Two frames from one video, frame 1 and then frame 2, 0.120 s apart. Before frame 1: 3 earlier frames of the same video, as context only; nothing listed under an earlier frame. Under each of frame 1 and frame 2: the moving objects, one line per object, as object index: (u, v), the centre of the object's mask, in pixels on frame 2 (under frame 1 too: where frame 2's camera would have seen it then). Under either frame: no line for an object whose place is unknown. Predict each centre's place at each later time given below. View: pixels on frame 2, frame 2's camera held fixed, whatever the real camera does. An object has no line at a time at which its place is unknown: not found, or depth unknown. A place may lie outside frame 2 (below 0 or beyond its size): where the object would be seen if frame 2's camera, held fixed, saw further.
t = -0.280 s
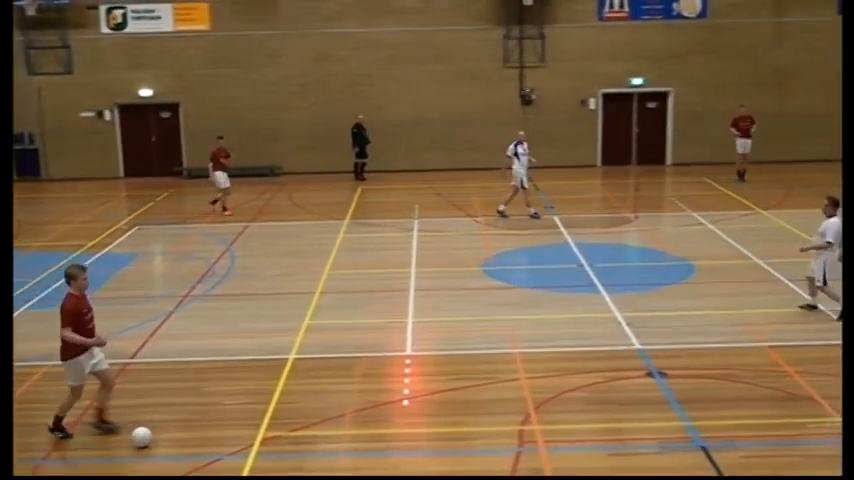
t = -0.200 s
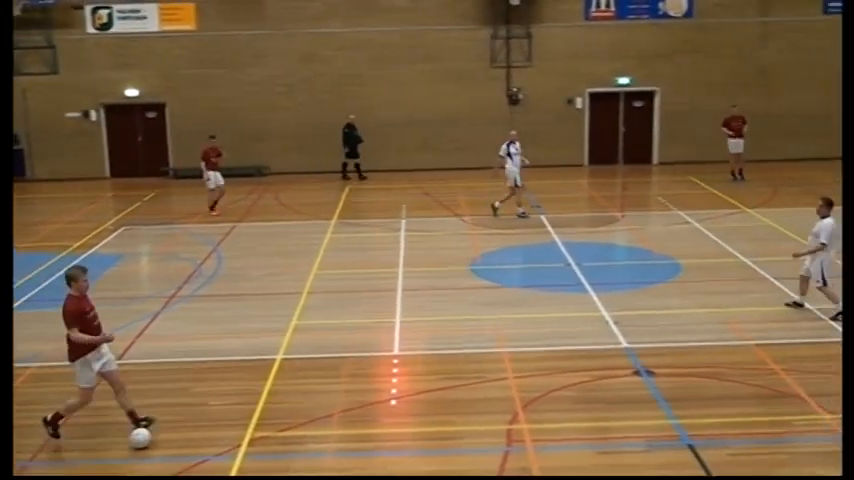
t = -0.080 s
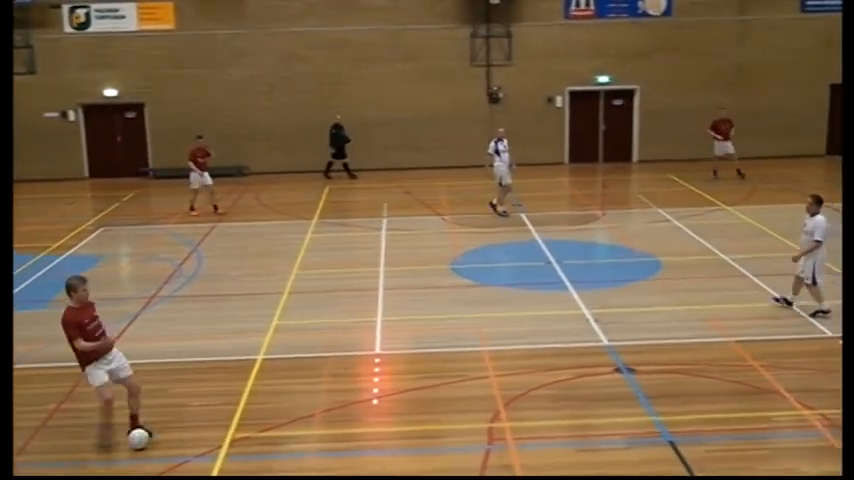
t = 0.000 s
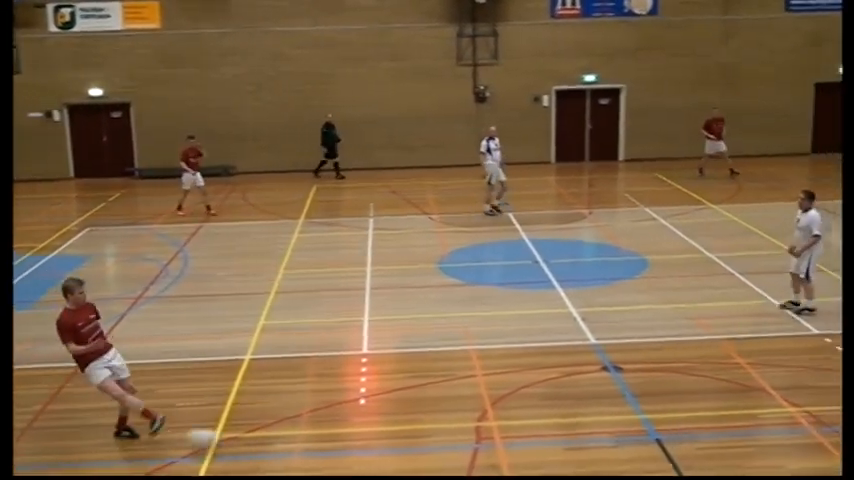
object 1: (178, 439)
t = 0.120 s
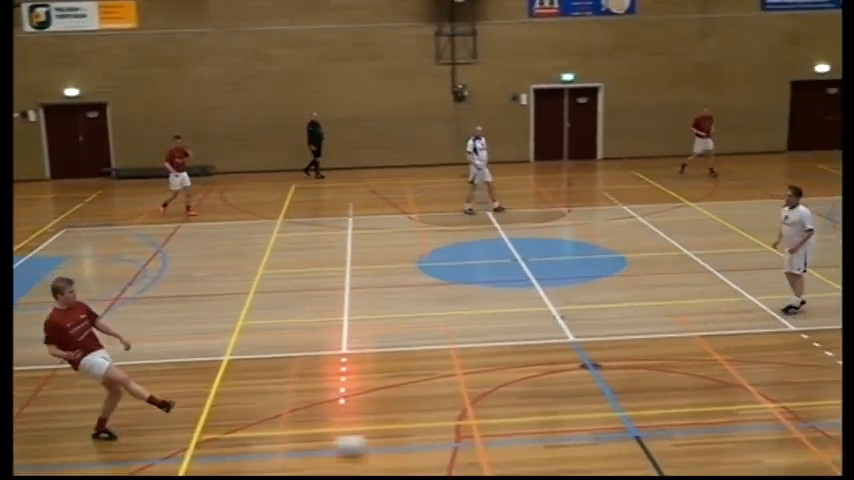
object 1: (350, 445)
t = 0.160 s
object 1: (403, 445)
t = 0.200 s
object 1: (457, 445)
